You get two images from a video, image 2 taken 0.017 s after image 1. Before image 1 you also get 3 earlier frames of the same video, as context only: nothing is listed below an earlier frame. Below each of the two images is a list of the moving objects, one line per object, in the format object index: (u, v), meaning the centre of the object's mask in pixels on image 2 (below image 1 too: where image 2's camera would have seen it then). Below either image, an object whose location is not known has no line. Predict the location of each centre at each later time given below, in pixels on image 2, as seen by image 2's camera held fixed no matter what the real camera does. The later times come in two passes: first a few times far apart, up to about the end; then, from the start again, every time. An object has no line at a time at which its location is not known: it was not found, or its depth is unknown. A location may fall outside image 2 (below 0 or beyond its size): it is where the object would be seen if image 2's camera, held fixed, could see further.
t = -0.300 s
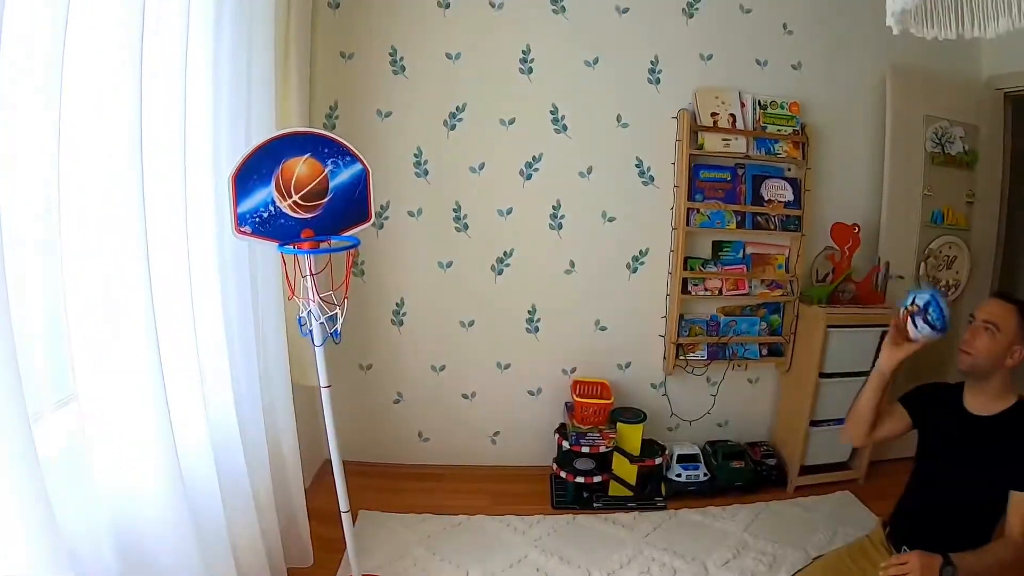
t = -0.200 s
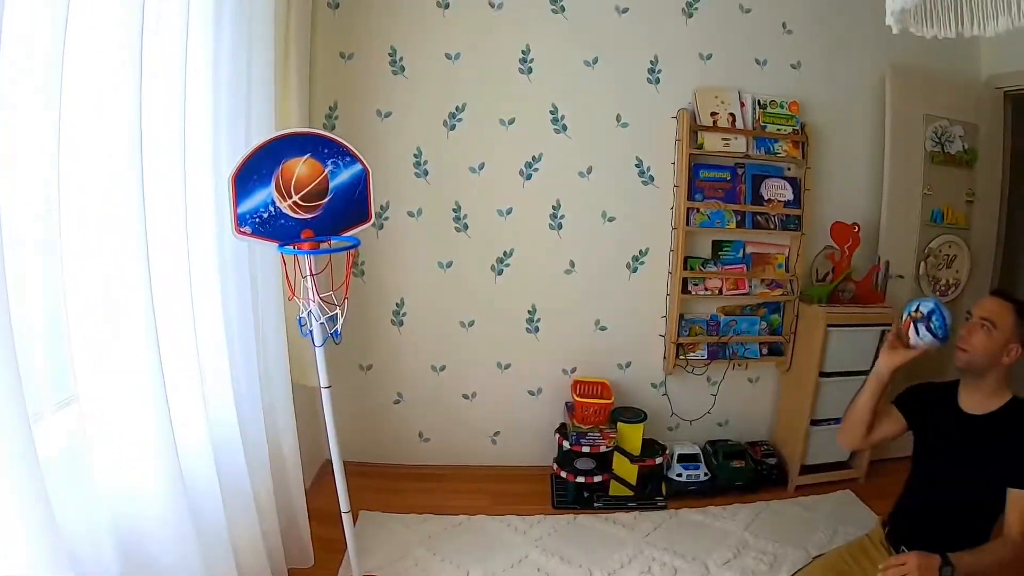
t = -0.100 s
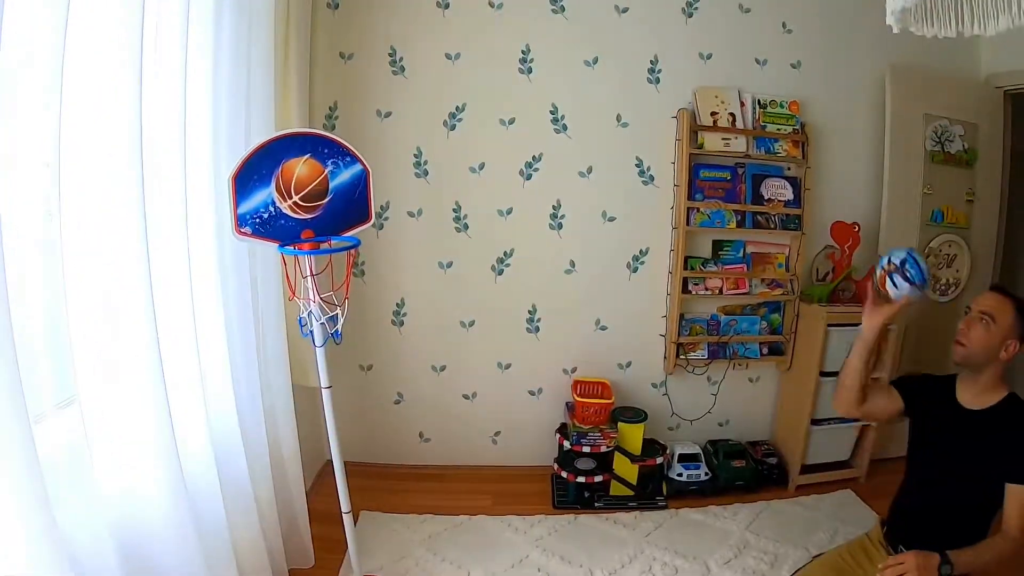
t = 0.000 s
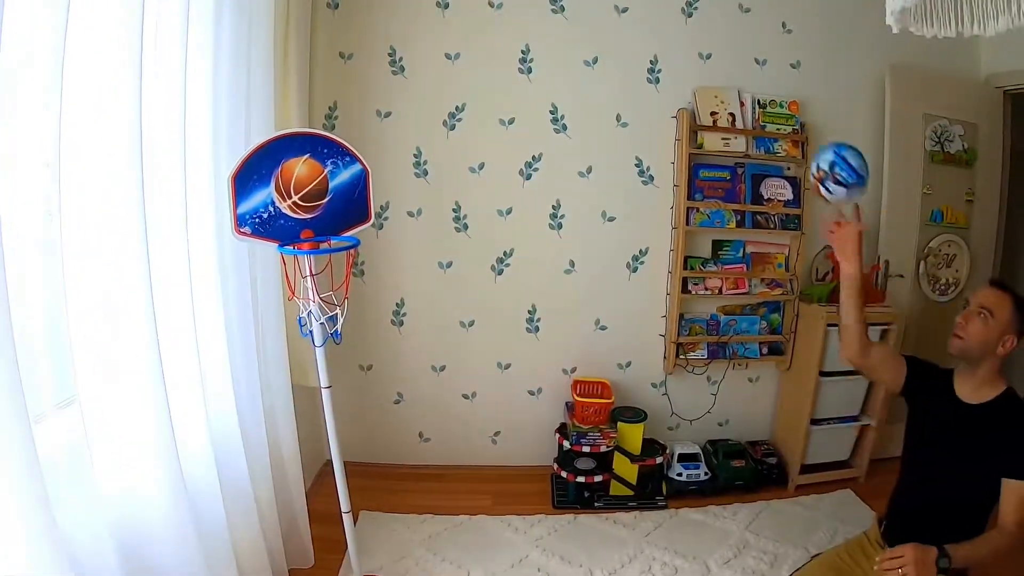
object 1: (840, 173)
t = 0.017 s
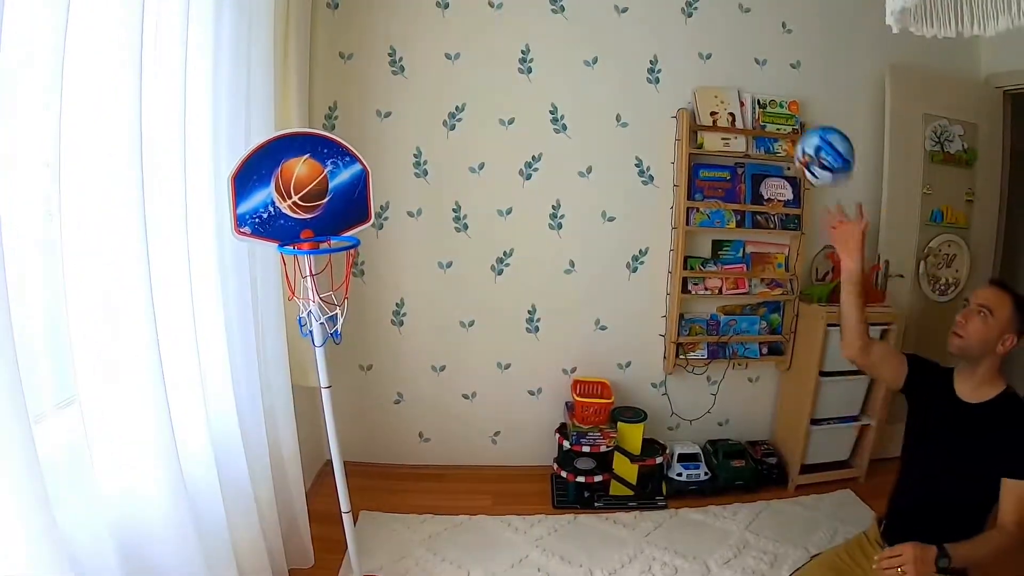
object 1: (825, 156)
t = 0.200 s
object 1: (646, 43)
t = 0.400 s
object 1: (435, 77)
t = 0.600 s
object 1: (298, 226)
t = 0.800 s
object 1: (317, 200)
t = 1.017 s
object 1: (360, 329)
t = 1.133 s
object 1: (389, 478)
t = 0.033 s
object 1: (811, 141)
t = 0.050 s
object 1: (795, 126)
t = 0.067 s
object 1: (781, 113)
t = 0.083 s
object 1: (764, 101)
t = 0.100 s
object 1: (748, 89)
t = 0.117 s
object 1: (732, 78)
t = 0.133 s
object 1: (715, 69)
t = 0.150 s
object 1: (698, 60)
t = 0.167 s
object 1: (680, 53)
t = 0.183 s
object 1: (663, 48)
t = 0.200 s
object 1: (646, 43)
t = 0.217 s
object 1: (628, 39)
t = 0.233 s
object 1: (610, 37)
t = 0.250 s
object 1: (592, 36)
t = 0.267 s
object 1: (575, 36)
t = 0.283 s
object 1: (557, 37)
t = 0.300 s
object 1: (540, 38)
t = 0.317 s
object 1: (522, 42)
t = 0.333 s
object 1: (504, 47)
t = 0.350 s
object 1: (486, 53)
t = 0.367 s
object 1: (469, 60)
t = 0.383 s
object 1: (452, 68)
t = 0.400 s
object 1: (435, 77)
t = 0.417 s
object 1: (418, 88)
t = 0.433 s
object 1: (402, 99)
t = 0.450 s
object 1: (386, 112)
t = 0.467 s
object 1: (370, 125)
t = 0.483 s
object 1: (355, 139)
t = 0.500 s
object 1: (344, 152)
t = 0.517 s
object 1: (333, 164)
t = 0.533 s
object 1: (323, 178)
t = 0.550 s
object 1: (317, 189)
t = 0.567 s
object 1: (309, 204)
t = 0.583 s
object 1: (301, 218)
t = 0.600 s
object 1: (298, 226)
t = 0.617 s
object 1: (297, 228)
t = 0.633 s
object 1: (299, 229)
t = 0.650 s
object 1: (300, 227)
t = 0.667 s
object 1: (300, 220)
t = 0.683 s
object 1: (302, 216)
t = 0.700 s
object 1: (305, 213)
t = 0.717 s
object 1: (306, 206)
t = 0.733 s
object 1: (308, 204)
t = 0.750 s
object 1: (311, 202)
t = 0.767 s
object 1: (313, 200)
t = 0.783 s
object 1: (315, 199)
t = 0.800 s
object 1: (317, 200)
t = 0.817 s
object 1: (319, 201)
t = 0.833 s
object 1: (320, 203)
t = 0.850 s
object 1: (326, 209)
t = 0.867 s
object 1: (329, 216)
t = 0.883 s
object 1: (333, 223)
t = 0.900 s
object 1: (335, 231)
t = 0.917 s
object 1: (340, 241)
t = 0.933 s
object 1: (343, 252)
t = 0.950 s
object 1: (346, 265)
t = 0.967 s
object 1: (350, 279)
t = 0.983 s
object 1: (353, 294)
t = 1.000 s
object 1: (356, 311)
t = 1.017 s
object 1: (360, 329)
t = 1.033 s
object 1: (364, 348)
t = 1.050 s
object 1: (368, 368)
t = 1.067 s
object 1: (372, 389)
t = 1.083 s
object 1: (376, 410)
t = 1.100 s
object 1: (381, 433)
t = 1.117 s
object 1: (385, 455)
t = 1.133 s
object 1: (389, 478)
